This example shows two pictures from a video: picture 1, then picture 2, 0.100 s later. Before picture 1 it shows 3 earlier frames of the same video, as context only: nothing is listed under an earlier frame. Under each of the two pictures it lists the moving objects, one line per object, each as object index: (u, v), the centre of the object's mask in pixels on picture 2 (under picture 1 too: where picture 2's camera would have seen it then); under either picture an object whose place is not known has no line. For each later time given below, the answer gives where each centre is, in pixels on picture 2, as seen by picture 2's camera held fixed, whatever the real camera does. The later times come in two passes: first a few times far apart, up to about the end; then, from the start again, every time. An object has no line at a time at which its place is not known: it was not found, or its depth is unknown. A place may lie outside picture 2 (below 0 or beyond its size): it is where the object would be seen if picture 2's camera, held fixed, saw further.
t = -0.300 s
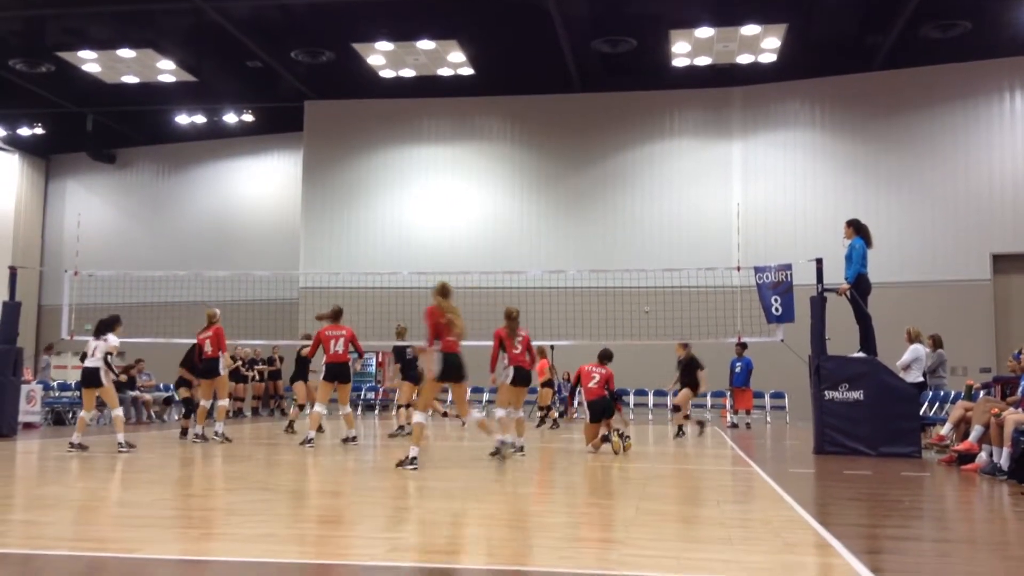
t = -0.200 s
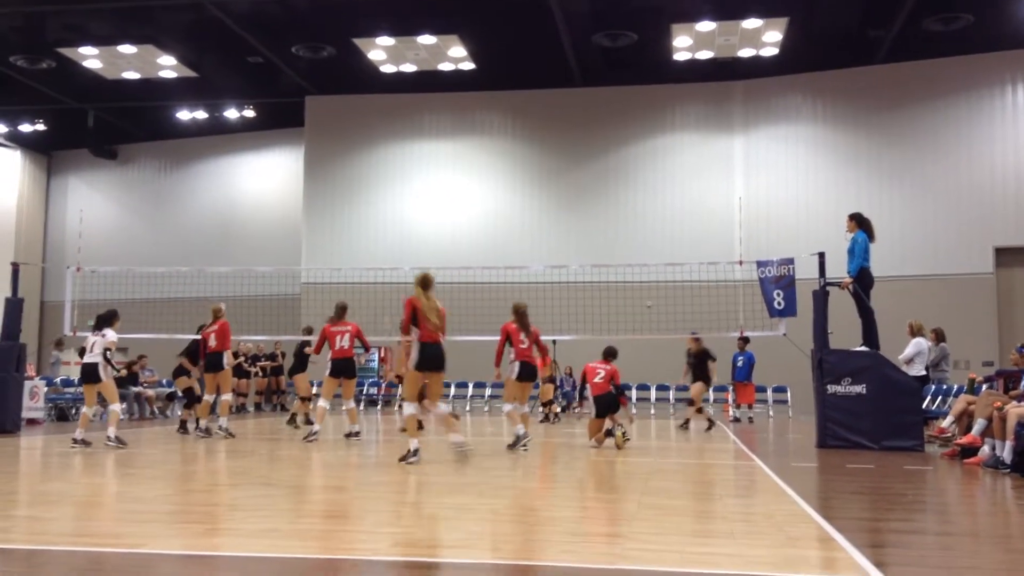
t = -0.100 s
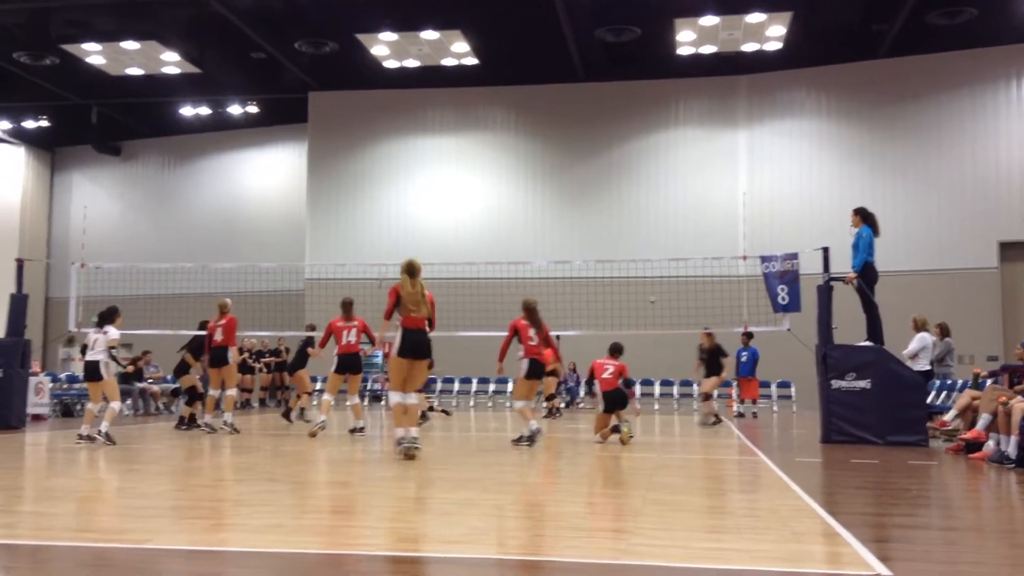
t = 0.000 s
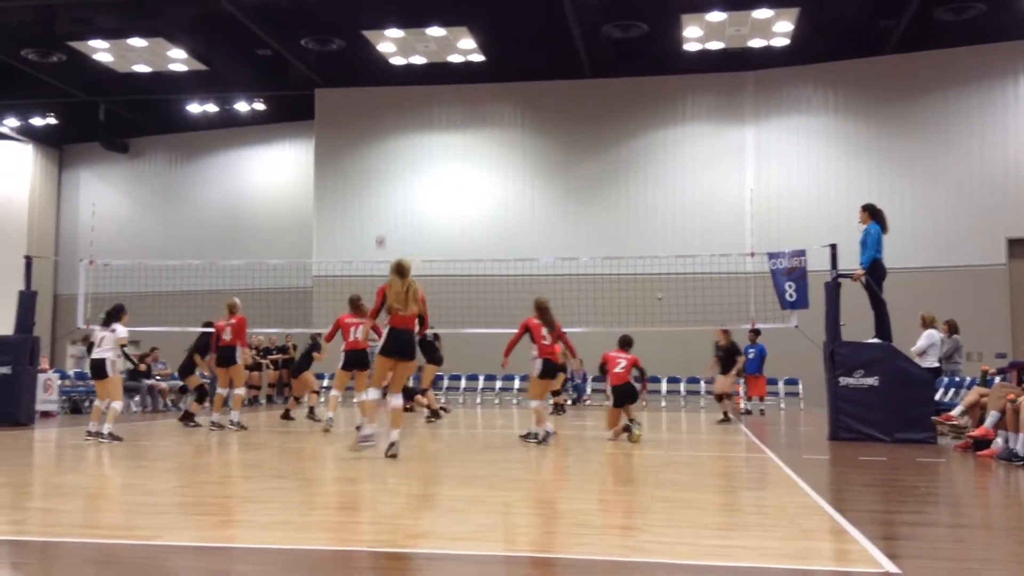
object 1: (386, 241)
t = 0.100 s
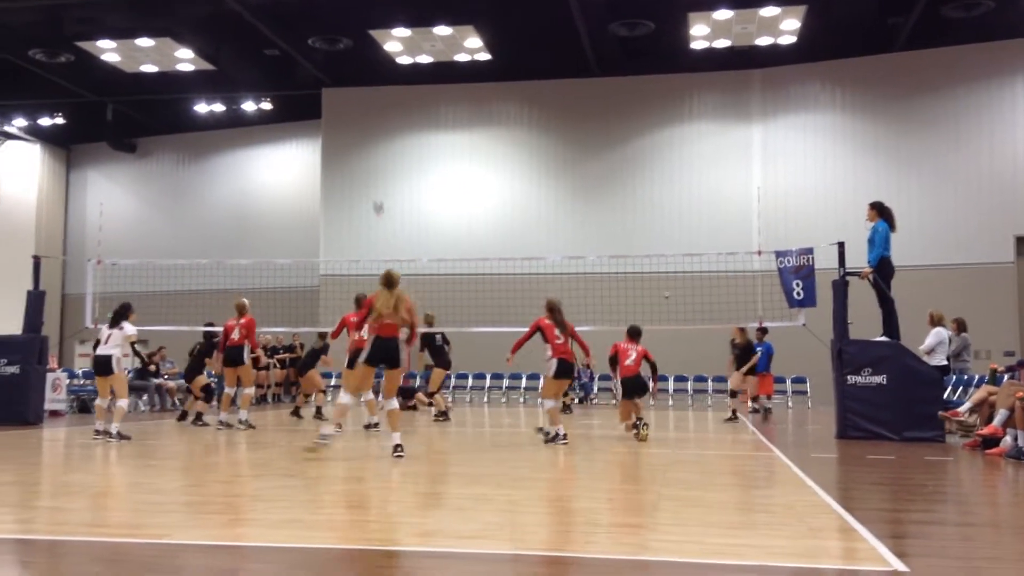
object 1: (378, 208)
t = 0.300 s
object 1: (362, 152)
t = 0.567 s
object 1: (339, 113)
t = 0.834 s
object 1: (316, 110)
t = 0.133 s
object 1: (376, 198)
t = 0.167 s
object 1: (373, 188)
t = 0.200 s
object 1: (370, 179)
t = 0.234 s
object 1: (367, 169)
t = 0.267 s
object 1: (364, 161)
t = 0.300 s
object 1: (362, 152)
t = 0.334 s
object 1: (360, 145)
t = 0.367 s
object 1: (356, 139)
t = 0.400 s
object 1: (353, 133)
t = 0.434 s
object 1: (350, 129)
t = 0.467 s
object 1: (348, 124)
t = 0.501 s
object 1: (345, 120)
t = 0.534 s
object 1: (342, 116)
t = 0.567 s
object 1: (339, 113)
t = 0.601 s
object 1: (336, 110)
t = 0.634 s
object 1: (334, 108)
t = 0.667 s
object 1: (331, 107)
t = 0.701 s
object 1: (328, 107)
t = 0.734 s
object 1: (326, 106)
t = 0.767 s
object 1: (323, 107)
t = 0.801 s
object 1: (319, 109)
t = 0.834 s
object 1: (316, 110)
